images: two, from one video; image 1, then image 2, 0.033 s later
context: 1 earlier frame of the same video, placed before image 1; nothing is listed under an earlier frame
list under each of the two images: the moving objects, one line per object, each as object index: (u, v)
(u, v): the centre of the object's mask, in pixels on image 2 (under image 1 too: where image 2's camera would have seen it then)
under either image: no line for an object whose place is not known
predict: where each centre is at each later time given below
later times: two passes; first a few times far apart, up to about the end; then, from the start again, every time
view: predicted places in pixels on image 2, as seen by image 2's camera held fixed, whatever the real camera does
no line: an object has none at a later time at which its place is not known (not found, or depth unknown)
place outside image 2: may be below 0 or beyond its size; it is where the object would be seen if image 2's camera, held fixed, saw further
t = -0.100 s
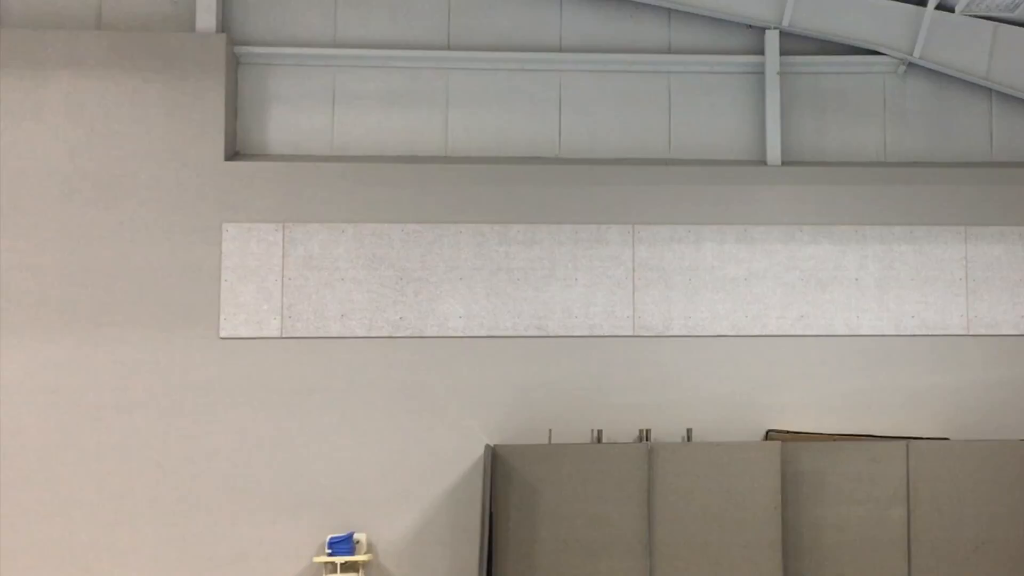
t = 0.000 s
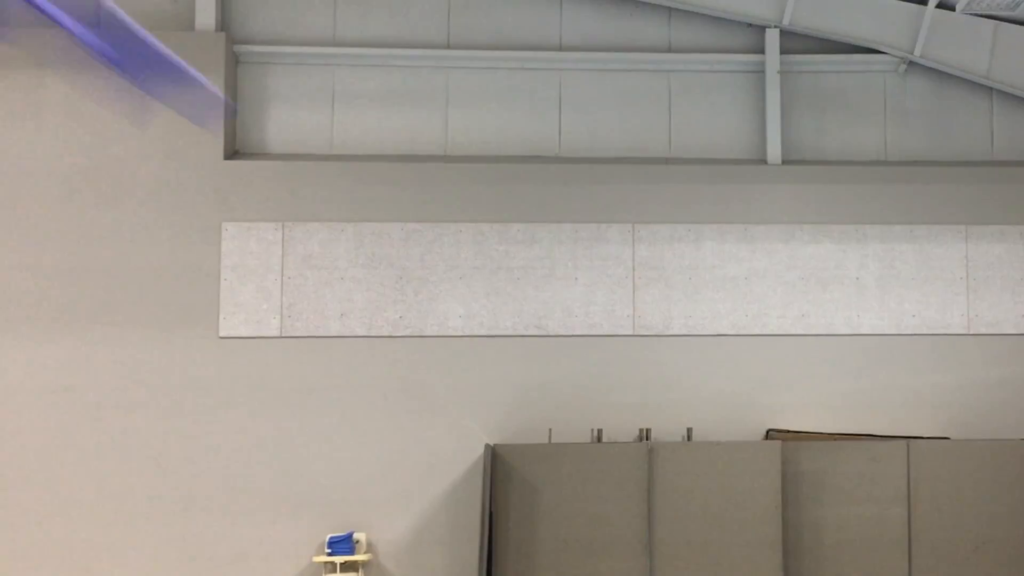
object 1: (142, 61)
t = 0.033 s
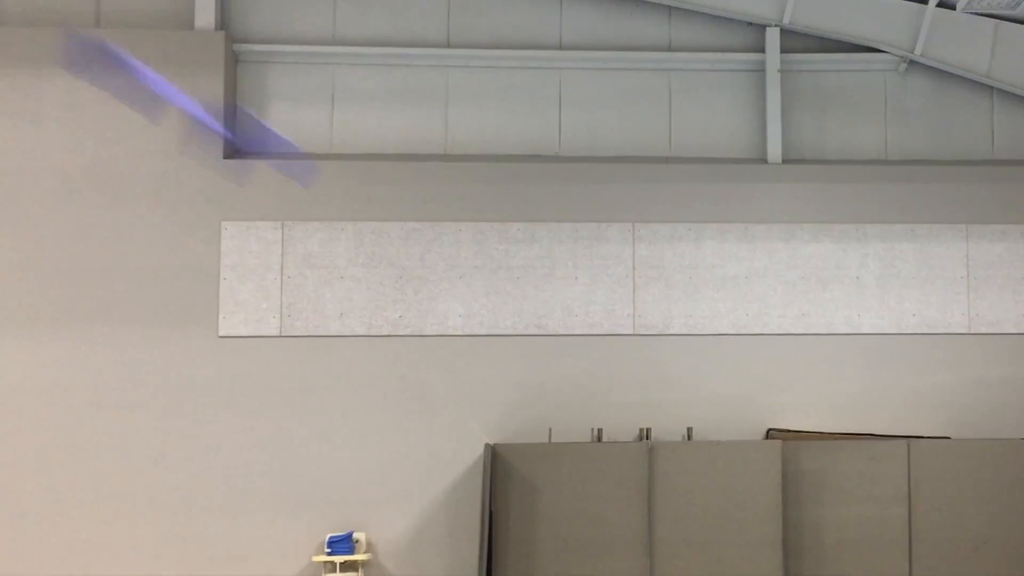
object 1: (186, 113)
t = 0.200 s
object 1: (389, 264)
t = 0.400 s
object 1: (402, 297)
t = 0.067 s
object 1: (273, 171)
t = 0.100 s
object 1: (321, 209)
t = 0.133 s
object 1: (350, 232)
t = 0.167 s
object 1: (375, 251)
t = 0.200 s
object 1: (389, 264)
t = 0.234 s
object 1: (398, 273)
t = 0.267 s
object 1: (400, 281)
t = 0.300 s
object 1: (403, 286)
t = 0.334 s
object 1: (403, 290)
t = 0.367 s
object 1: (404, 294)
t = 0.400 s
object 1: (402, 297)
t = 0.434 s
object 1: (398, 299)
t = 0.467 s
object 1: (398, 300)
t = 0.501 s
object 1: (398, 302)
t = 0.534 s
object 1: (396, 302)
